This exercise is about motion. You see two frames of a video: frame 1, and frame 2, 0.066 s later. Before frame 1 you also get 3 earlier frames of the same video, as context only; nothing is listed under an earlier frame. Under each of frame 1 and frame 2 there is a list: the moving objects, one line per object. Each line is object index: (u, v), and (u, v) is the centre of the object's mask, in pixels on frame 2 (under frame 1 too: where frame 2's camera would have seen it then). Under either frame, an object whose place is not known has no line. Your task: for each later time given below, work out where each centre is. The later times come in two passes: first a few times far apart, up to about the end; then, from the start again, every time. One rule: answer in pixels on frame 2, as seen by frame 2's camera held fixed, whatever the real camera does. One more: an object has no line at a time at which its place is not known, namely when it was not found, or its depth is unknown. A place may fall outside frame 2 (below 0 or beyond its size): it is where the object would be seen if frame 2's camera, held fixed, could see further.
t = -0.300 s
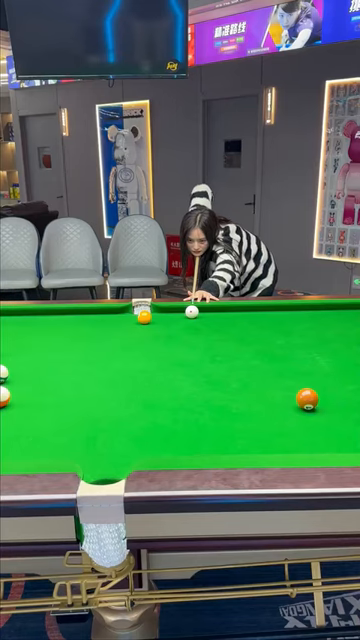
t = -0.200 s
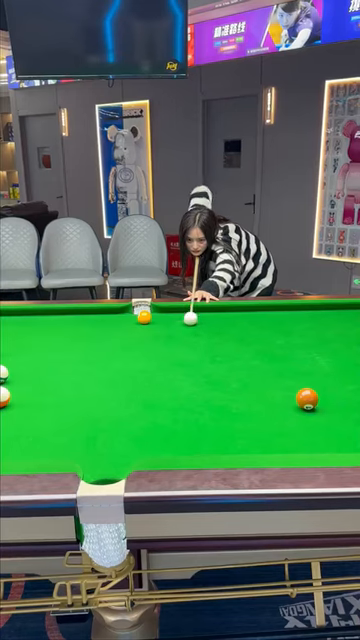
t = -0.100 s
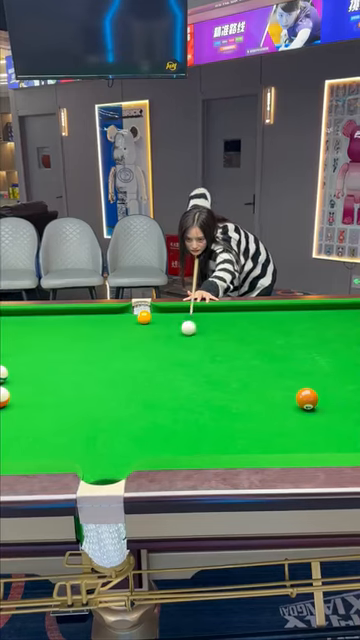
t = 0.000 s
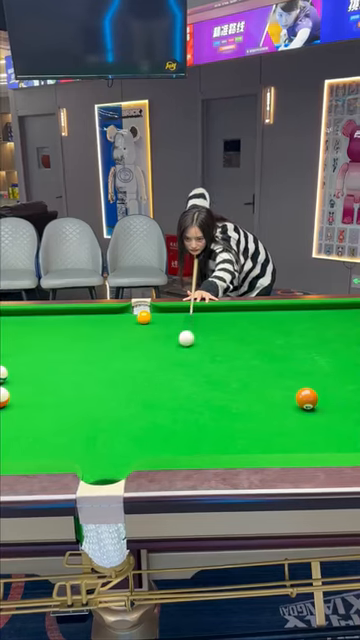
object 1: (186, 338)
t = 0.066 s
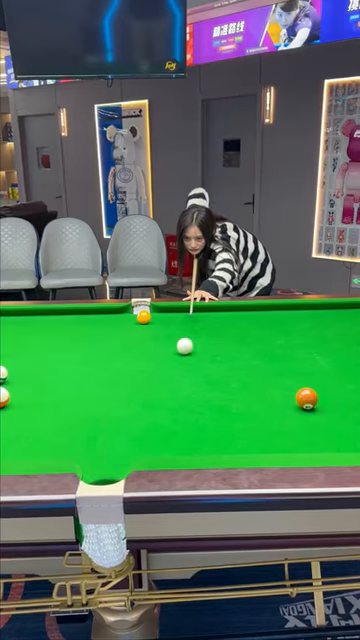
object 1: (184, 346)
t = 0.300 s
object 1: (178, 380)
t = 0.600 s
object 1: (166, 444)
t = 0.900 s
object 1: (158, 409)
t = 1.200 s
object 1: (153, 375)
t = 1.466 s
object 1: (149, 353)
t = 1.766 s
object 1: (146, 334)
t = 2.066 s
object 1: (143, 321)
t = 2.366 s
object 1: (141, 319)
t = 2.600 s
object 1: (140, 316)
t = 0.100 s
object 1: (183, 351)
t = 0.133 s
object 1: (183, 355)
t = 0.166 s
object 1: (182, 359)
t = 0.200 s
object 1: (181, 364)
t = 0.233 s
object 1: (180, 369)
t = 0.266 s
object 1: (179, 374)
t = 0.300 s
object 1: (178, 380)
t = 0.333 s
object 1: (177, 386)
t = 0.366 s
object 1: (176, 392)
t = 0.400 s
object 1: (175, 398)
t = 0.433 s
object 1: (174, 405)
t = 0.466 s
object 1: (173, 412)
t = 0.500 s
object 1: (171, 420)
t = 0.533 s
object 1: (170, 428)
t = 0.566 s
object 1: (168, 436)
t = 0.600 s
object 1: (166, 444)
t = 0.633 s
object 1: (165, 449)
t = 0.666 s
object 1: (164, 446)
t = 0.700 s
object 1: (163, 441)
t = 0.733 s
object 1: (162, 434)
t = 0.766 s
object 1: (161, 428)
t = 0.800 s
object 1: (160, 423)
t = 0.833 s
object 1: (160, 418)
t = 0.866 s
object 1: (159, 413)
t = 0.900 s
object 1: (158, 409)
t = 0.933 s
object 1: (158, 405)
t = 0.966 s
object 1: (157, 400)
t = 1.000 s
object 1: (156, 396)
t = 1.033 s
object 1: (156, 393)
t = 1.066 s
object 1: (155, 389)
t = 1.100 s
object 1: (154, 385)
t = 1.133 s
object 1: (154, 382)
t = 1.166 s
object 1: (153, 378)
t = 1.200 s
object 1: (153, 375)
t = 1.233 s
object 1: (152, 372)
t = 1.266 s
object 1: (152, 369)
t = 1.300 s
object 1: (151, 366)
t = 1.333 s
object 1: (151, 364)
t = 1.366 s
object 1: (150, 361)
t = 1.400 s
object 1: (150, 358)
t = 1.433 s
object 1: (149, 356)
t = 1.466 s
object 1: (149, 353)
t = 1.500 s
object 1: (149, 351)
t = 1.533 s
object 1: (148, 349)
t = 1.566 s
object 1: (148, 346)
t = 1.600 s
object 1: (147, 344)
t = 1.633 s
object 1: (147, 342)
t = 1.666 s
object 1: (147, 340)
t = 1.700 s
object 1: (146, 338)
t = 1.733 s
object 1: (146, 336)
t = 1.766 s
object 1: (146, 334)
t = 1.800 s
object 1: (146, 332)
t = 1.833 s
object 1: (145, 330)
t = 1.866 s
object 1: (145, 329)
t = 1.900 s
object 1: (145, 327)
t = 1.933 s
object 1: (144, 325)
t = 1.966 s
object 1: (144, 324)
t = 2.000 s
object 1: (144, 323)
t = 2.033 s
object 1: (144, 321)
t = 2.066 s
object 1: (143, 321)
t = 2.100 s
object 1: (143, 321)
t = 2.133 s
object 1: (143, 321)
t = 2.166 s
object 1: (143, 320)
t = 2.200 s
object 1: (142, 320)
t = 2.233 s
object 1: (142, 320)
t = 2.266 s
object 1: (142, 319)
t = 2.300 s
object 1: (142, 319)
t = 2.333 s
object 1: (141, 319)
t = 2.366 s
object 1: (141, 319)
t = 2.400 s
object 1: (141, 318)
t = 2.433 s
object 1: (141, 318)
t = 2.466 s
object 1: (141, 317)
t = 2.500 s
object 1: (141, 317)
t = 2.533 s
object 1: (140, 317)
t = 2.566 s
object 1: (140, 317)
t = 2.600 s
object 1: (140, 316)
